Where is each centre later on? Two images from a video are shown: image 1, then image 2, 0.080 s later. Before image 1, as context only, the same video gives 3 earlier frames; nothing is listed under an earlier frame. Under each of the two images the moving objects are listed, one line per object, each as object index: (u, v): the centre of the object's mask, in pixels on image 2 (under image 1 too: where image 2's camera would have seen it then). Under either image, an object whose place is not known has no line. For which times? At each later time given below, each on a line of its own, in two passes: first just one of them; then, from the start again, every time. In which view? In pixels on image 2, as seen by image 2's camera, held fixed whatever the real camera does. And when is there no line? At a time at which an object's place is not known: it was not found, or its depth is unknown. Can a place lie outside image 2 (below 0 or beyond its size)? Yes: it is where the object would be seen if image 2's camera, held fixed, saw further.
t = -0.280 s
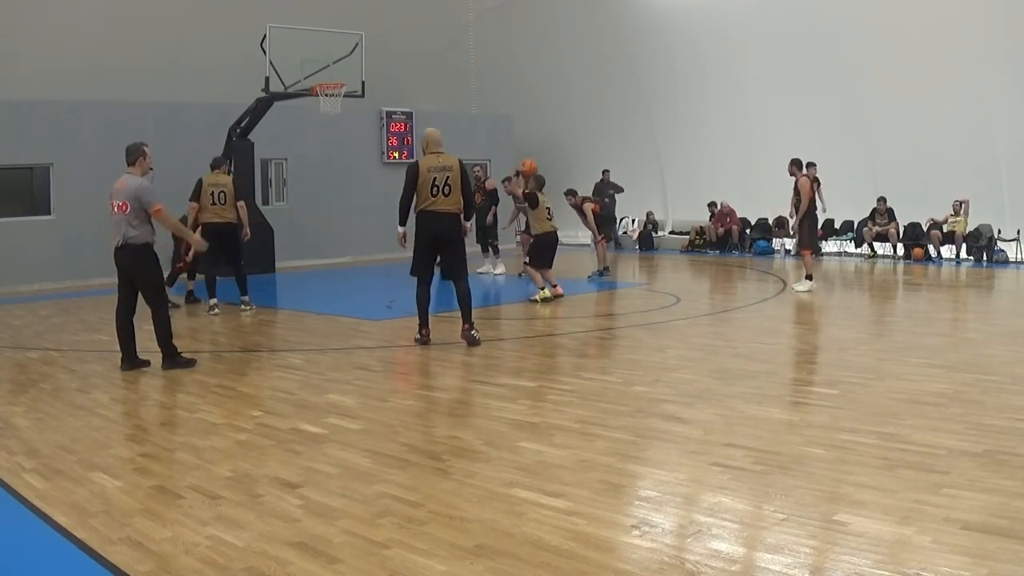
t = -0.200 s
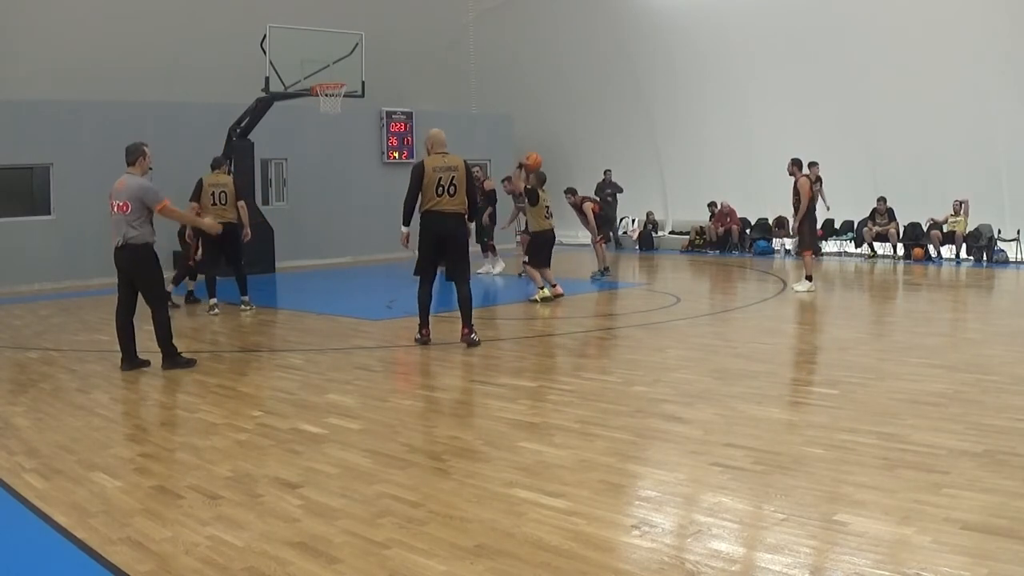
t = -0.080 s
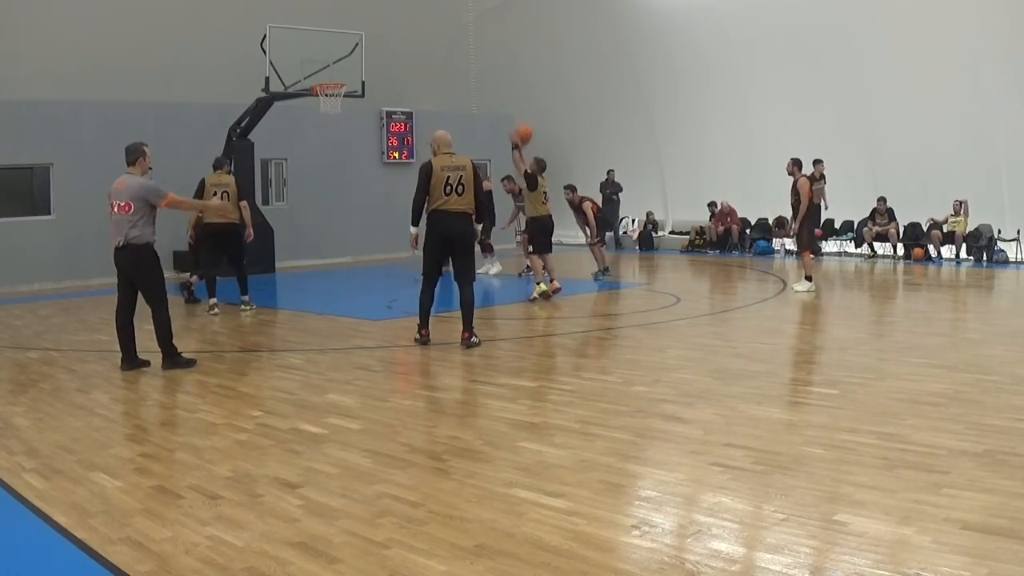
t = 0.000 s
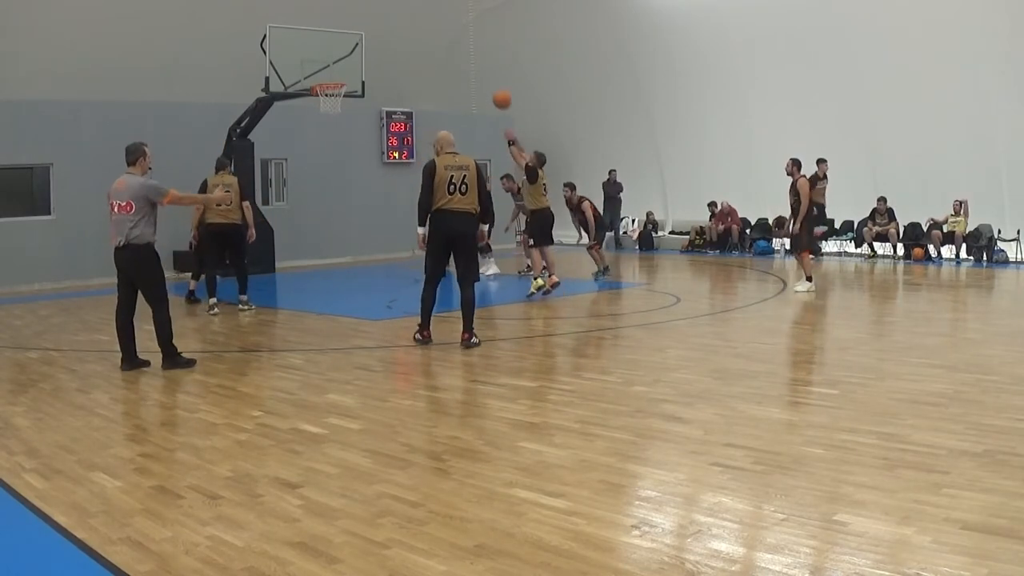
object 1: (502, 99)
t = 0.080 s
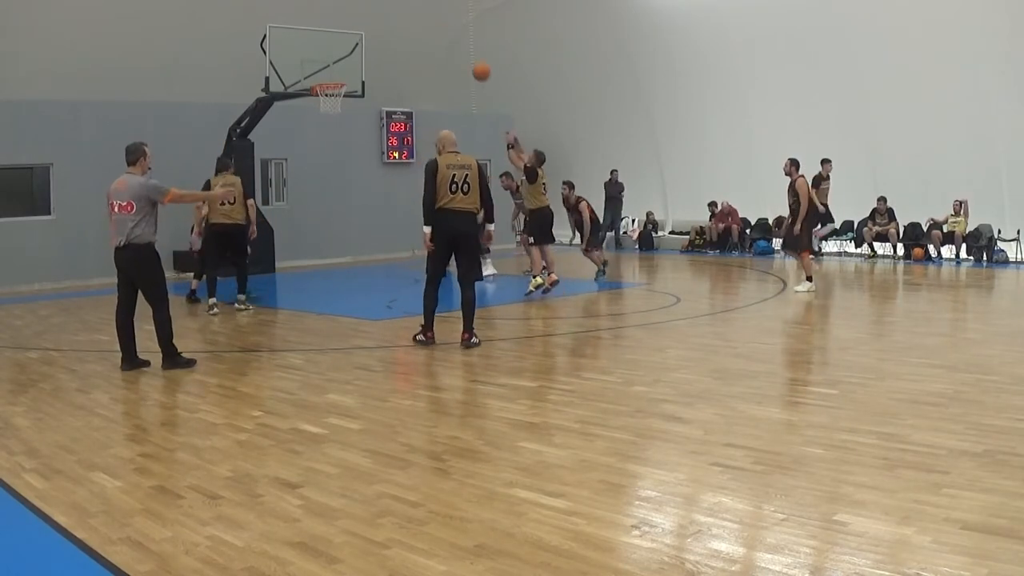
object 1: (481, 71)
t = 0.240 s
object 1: (443, 34)
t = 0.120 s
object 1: (471, 60)
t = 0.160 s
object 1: (461, 49)
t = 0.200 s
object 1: (452, 41)
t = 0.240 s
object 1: (443, 34)
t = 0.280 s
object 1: (434, 27)
